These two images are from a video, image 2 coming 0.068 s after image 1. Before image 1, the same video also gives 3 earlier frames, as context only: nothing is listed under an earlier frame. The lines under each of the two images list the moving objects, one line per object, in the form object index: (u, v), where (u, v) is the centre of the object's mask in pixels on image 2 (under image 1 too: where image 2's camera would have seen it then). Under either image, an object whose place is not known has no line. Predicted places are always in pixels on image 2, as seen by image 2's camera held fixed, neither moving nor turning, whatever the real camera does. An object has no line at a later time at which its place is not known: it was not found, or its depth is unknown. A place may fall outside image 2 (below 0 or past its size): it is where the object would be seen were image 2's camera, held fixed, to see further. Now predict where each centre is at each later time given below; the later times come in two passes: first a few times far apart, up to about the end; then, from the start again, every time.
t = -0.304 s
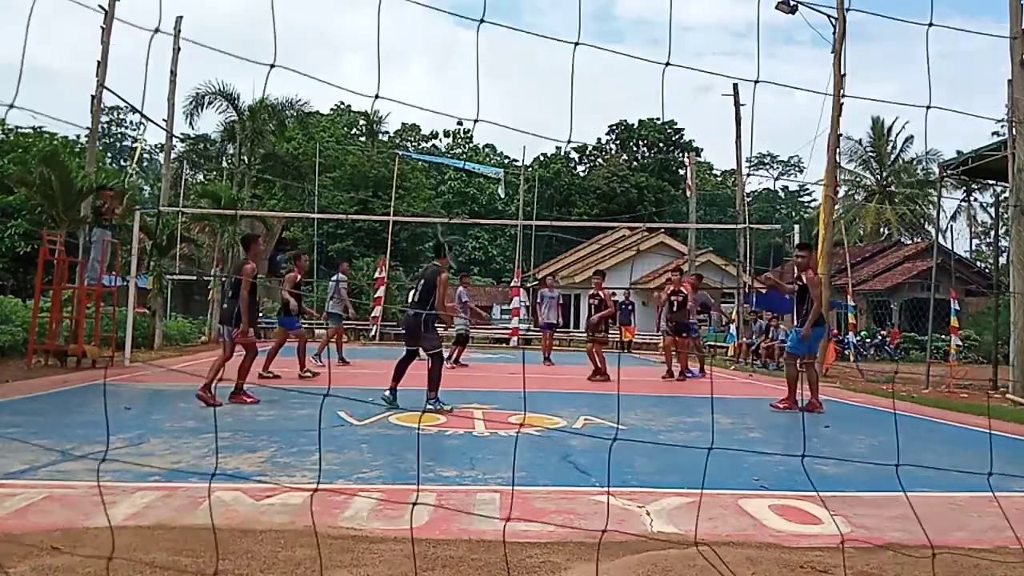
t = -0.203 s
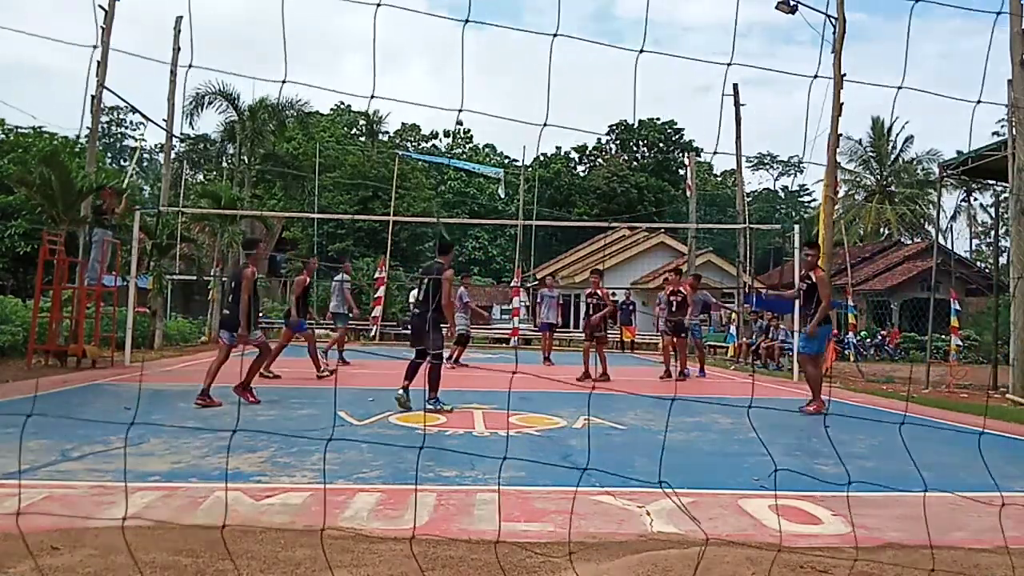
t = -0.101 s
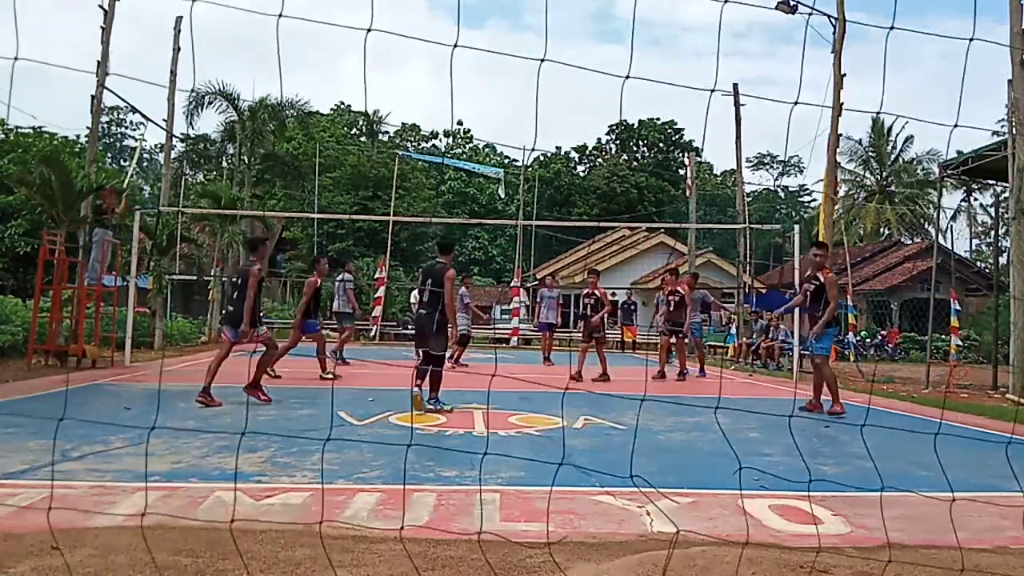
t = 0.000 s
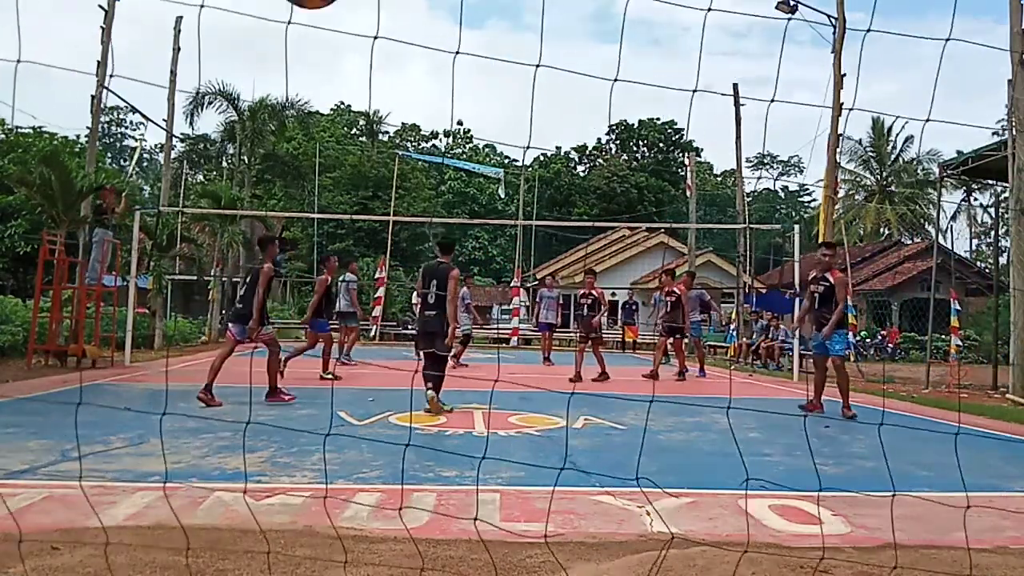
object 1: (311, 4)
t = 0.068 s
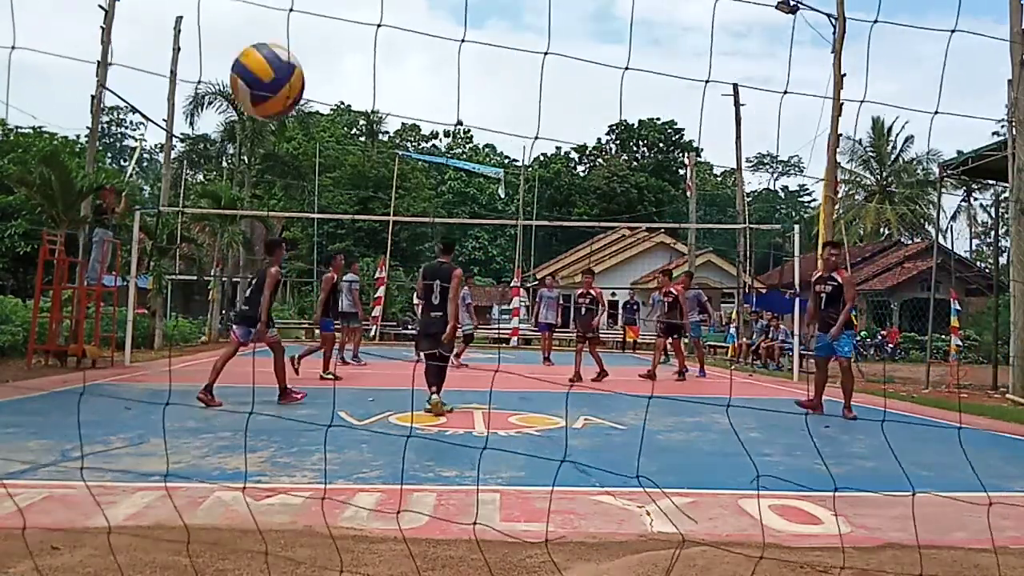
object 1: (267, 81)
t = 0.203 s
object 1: (198, 301)
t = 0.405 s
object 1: (141, 455)
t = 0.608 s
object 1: (144, 260)
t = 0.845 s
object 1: (143, 161)
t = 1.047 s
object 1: (141, 177)
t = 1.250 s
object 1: (132, 278)
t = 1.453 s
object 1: (121, 460)
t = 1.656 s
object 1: (119, 349)
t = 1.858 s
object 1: (116, 273)
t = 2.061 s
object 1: (110, 274)
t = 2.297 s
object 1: (97, 373)
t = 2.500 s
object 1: (90, 412)
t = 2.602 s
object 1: (91, 363)
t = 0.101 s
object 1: (248, 137)
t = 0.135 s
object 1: (230, 192)
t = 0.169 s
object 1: (213, 246)
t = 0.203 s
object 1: (198, 301)
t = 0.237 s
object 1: (183, 355)
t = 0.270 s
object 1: (169, 408)
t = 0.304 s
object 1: (155, 461)
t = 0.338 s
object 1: (143, 514)
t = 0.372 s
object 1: (141, 499)
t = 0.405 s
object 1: (141, 455)
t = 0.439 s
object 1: (143, 415)
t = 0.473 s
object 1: (143, 378)
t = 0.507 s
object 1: (144, 343)
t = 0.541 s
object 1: (144, 313)
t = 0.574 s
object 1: (144, 284)
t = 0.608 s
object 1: (144, 260)
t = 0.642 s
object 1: (145, 237)
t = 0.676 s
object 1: (145, 218)
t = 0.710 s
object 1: (145, 202)
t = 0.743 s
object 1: (145, 188)
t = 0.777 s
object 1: (145, 177)
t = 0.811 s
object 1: (144, 168)
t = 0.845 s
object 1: (143, 161)
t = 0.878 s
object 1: (143, 158)
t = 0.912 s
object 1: (142, 157)
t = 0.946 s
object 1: (141, 158)
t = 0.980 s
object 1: (142, 162)
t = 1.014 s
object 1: (140, 167)
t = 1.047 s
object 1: (141, 177)
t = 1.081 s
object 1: (139, 187)
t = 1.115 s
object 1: (138, 201)
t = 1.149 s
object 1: (136, 216)
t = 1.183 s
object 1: (135, 235)
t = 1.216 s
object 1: (134, 255)
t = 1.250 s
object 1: (132, 278)
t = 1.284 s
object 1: (131, 303)
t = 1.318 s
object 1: (129, 330)
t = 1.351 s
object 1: (127, 359)
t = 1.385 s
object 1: (125, 391)
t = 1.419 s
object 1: (123, 425)
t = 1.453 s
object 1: (121, 460)
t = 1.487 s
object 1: (120, 477)
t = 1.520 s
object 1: (120, 446)
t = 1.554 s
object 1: (120, 419)
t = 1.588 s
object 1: (119, 394)
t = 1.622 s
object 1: (120, 370)
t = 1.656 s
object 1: (119, 349)
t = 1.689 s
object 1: (120, 331)
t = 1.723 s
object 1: (119, 314)
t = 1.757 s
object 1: (119, 301)
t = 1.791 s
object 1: (118, 289)
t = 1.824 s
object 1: (117, 280)
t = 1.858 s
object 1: (116, 273)
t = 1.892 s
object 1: (115, 267)
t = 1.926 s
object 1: (114, 264)
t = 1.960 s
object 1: (114, 263)
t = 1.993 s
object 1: (112, 265)
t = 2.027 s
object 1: (111, 269)
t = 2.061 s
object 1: (110, 274)
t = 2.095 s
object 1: (108, 283)
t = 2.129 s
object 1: (106, 293)
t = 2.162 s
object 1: (105, 306)
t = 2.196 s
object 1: (104, 319)
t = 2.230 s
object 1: (101, 336)
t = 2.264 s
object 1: (99, 353)
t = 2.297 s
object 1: (97, 373)
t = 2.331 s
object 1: (95, 396)
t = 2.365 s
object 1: (93, 420)
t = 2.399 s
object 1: (91, 447)
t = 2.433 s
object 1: (90, 454)
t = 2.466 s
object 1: (89, 433)
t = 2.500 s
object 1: (90, 412)
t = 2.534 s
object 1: (90, 394)
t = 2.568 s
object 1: (90, 377)
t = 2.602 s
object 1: (91, 363)
